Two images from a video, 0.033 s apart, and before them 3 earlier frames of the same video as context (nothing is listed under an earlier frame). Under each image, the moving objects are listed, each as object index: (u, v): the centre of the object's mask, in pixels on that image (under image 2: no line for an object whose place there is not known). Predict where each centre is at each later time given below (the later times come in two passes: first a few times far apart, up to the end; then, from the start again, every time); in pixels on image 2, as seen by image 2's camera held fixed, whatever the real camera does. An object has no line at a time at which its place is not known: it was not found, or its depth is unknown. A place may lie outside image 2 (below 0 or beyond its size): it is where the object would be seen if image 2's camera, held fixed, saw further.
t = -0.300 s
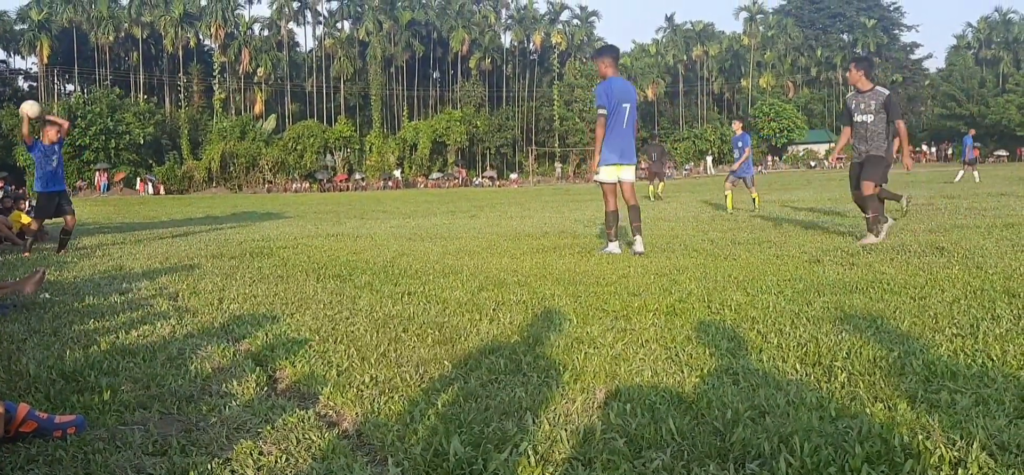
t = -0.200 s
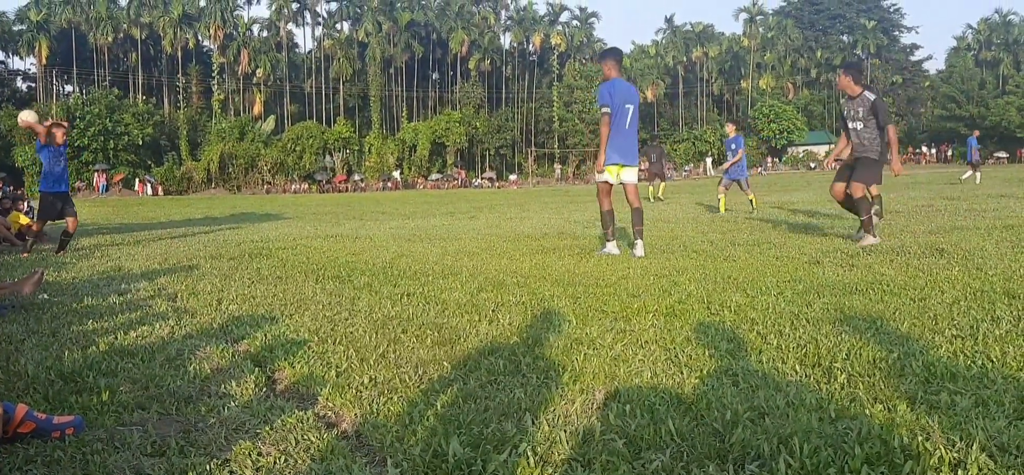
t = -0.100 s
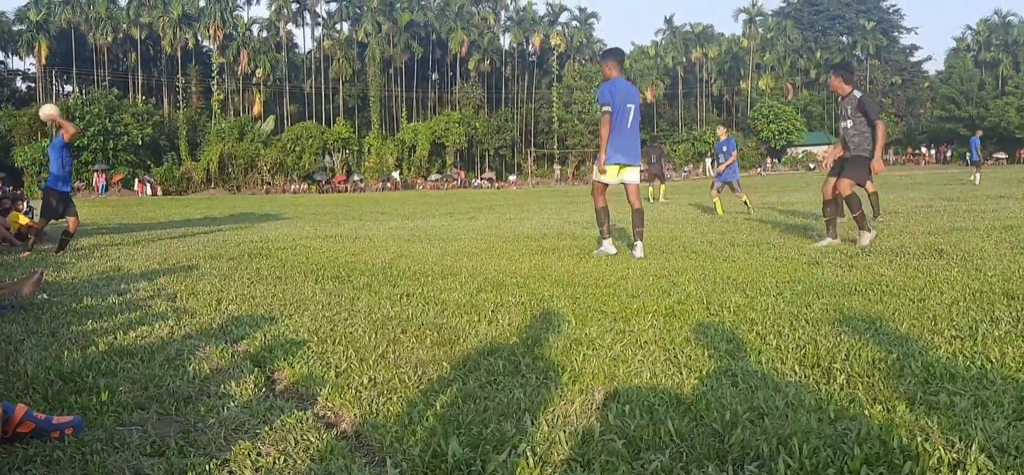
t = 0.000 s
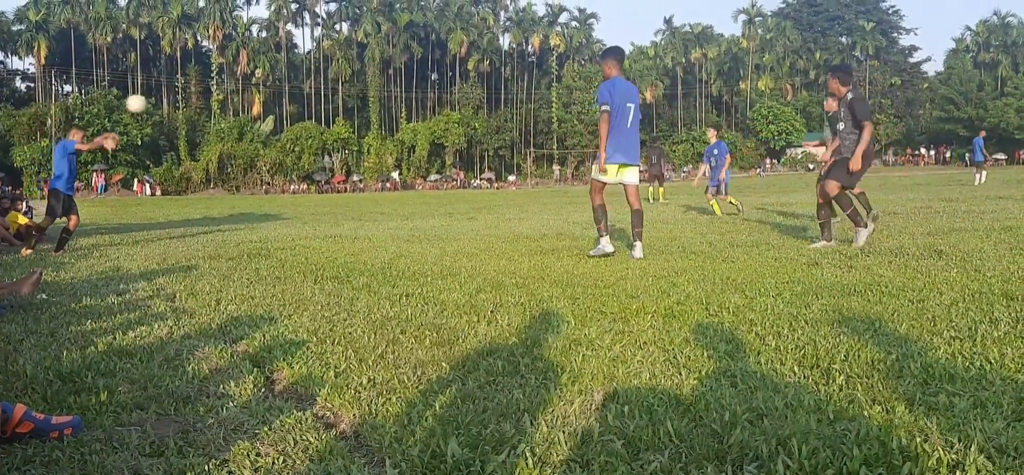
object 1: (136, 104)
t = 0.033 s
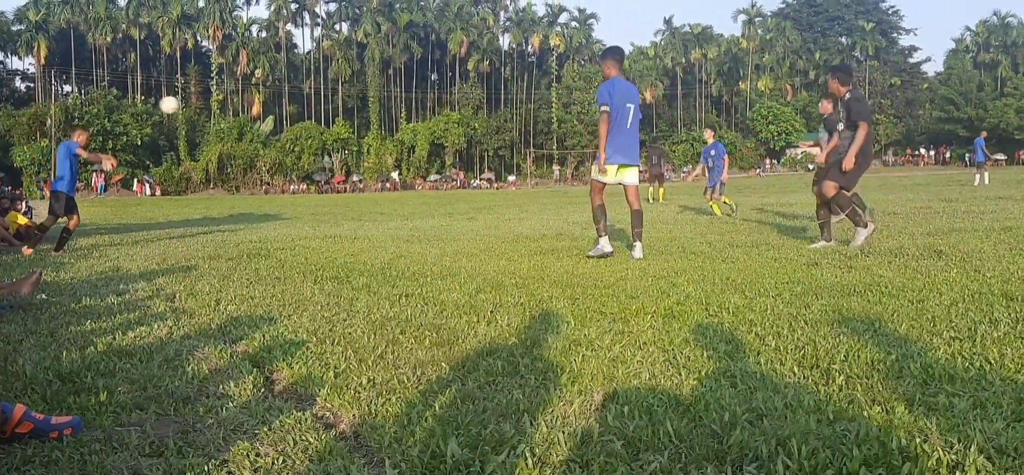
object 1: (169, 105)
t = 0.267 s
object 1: (378, 136)
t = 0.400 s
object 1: (480, 169)
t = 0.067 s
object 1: (202, 107)
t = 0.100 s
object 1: (233, 110)
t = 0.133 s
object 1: (264, 113)
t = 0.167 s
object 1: (293, 118)
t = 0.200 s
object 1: (323, 123)
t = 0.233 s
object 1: (350, 129)
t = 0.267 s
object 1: (378, 136)
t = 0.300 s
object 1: (404, 143)
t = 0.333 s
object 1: (430, 152)
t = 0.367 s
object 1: (455, 160)
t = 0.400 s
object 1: (480, 169)
